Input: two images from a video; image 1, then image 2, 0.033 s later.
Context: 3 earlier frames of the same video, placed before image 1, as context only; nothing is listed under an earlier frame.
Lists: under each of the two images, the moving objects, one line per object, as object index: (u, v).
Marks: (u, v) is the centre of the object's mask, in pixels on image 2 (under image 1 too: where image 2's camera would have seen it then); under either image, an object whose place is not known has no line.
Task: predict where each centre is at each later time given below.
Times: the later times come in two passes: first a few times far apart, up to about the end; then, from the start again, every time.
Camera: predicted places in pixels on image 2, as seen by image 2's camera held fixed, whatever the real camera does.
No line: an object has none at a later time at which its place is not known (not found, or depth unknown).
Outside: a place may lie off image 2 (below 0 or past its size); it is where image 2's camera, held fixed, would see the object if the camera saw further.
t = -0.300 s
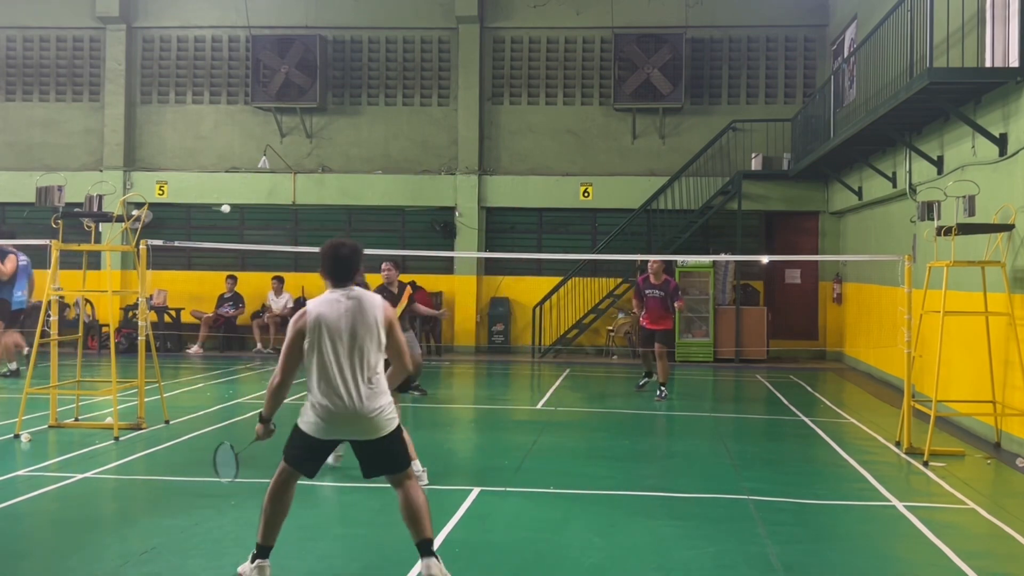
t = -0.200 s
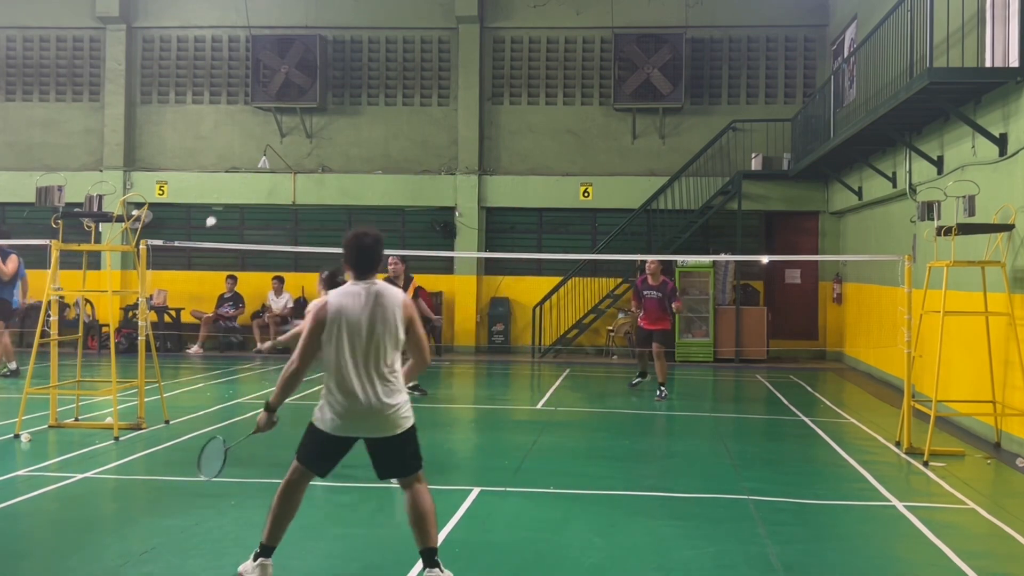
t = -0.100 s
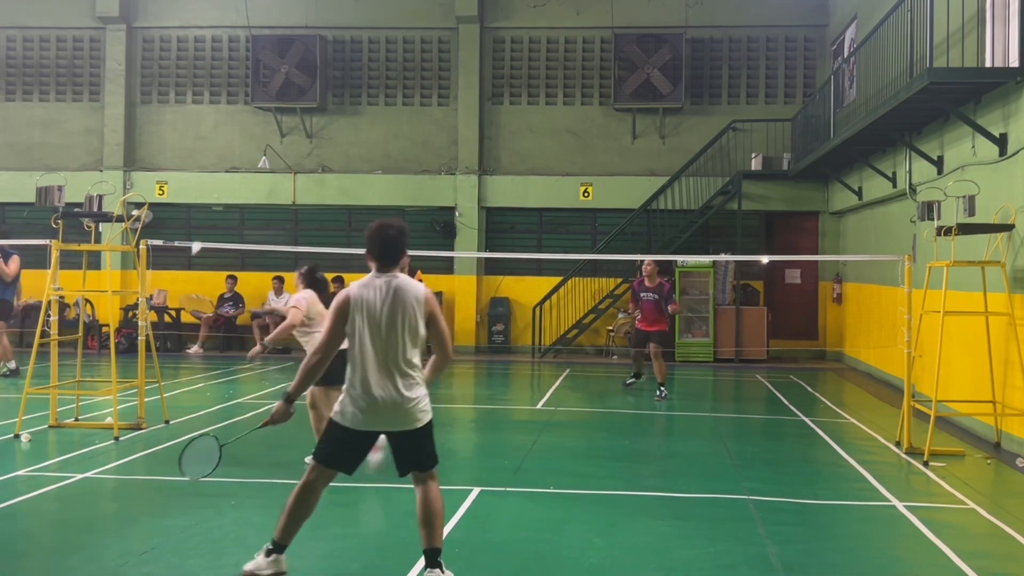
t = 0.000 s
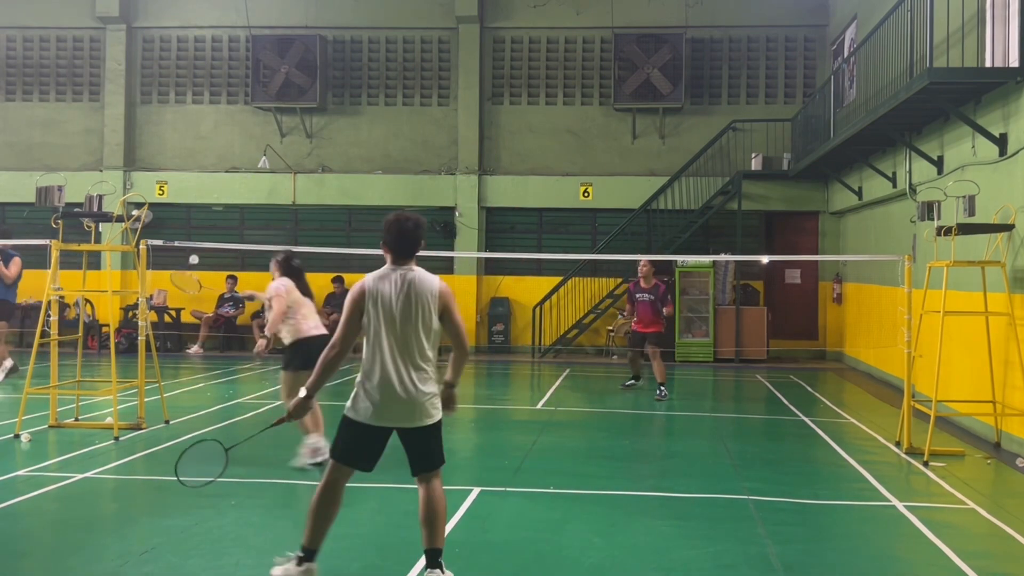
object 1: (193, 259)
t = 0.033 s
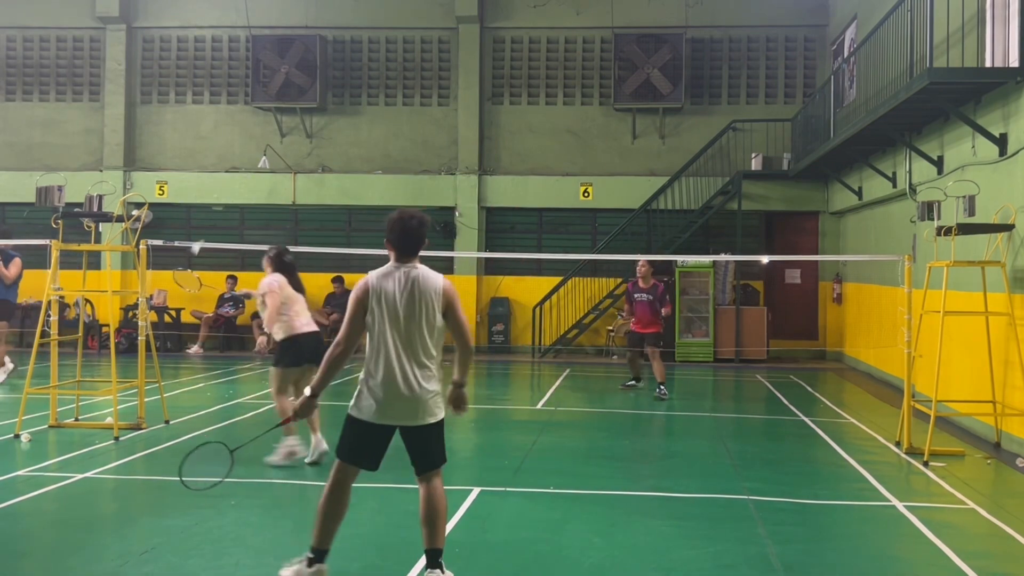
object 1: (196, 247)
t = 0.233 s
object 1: (237, 202)
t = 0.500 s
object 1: (262, 215)
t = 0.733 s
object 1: (278, 279)
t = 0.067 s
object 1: (204, 233)
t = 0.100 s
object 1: (211, 222)
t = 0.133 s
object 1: (218, 214)
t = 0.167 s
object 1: (223, 209)
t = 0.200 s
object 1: (230, 205)
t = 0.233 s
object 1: (237, 202)
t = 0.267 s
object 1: (243, 200)
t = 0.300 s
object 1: (247, 199)
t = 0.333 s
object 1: (249, 199)
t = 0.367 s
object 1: (251, 199)
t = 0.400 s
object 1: (253, 201)
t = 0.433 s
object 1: (256, 204)
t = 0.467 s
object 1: (259, 209)
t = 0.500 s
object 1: (262, 215)
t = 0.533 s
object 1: (265, 221)
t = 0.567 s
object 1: (268, 229)
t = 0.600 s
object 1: (270, 237)
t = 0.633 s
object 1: (272, 244)
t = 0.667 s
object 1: (275, 257)
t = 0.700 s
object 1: (277, 267)
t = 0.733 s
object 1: (278, 279)
